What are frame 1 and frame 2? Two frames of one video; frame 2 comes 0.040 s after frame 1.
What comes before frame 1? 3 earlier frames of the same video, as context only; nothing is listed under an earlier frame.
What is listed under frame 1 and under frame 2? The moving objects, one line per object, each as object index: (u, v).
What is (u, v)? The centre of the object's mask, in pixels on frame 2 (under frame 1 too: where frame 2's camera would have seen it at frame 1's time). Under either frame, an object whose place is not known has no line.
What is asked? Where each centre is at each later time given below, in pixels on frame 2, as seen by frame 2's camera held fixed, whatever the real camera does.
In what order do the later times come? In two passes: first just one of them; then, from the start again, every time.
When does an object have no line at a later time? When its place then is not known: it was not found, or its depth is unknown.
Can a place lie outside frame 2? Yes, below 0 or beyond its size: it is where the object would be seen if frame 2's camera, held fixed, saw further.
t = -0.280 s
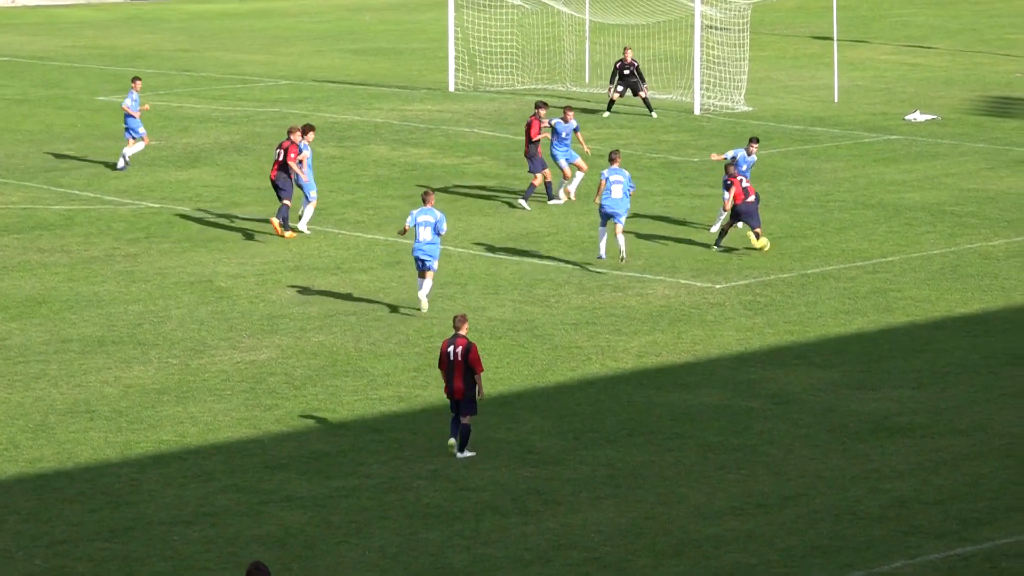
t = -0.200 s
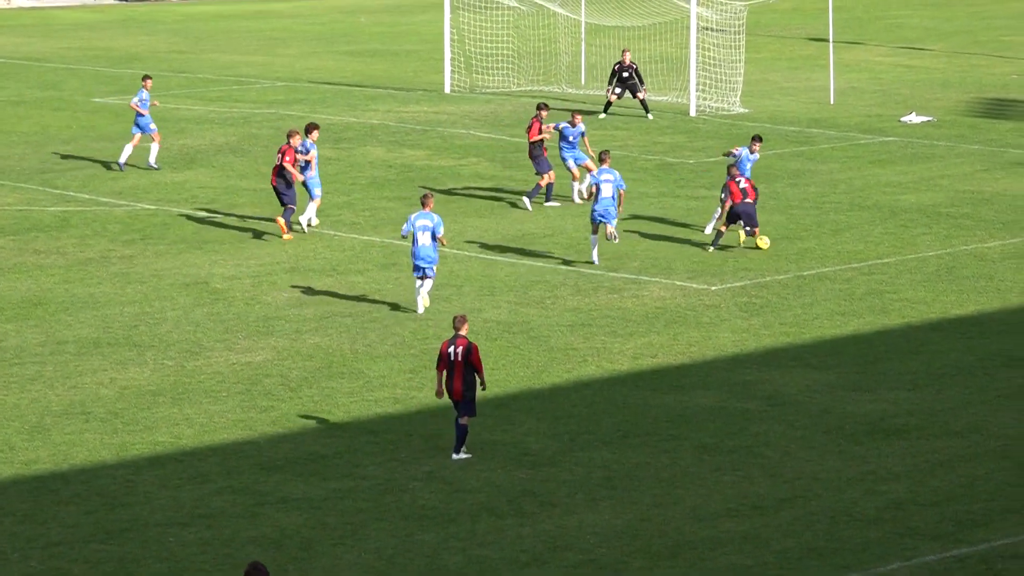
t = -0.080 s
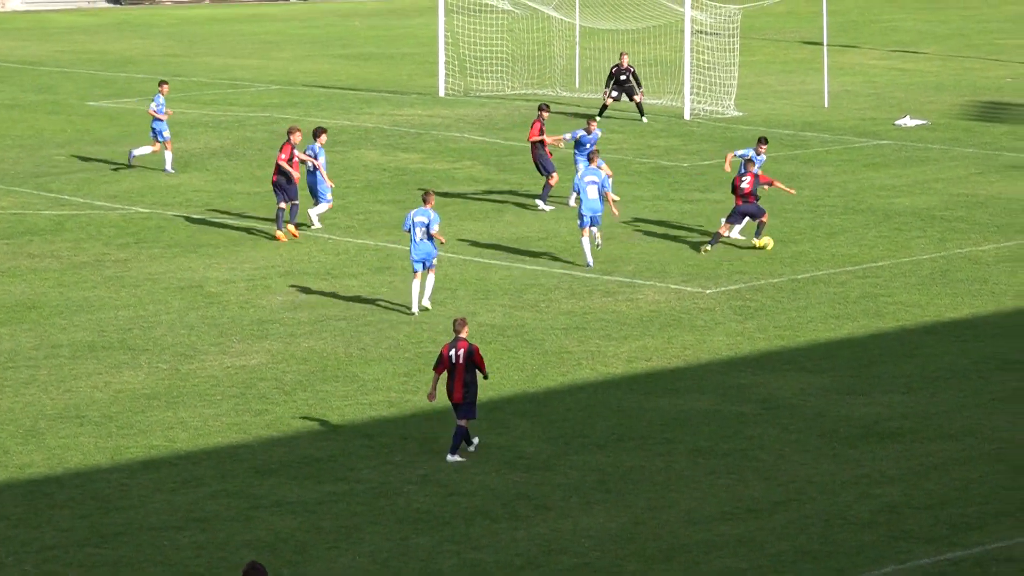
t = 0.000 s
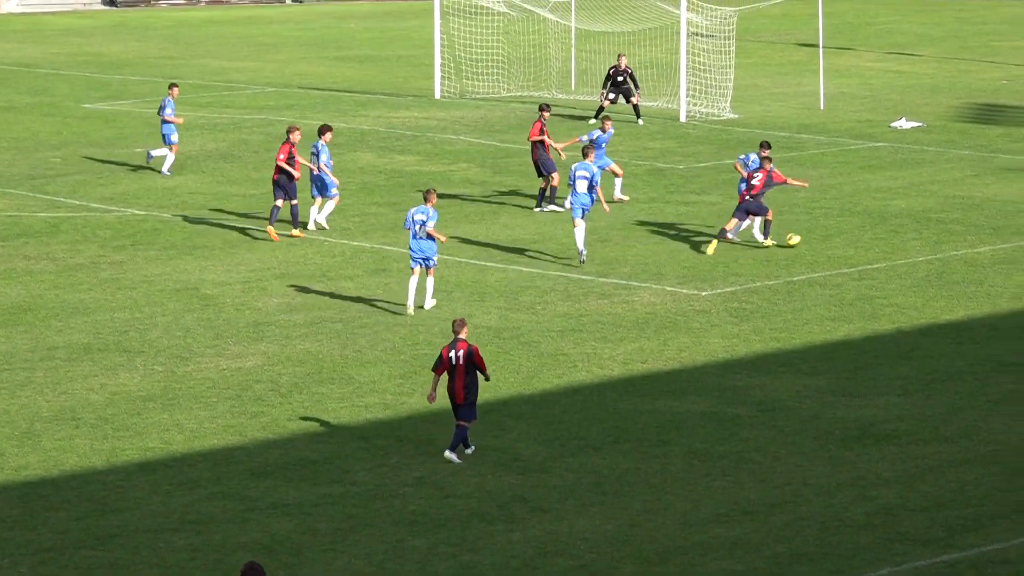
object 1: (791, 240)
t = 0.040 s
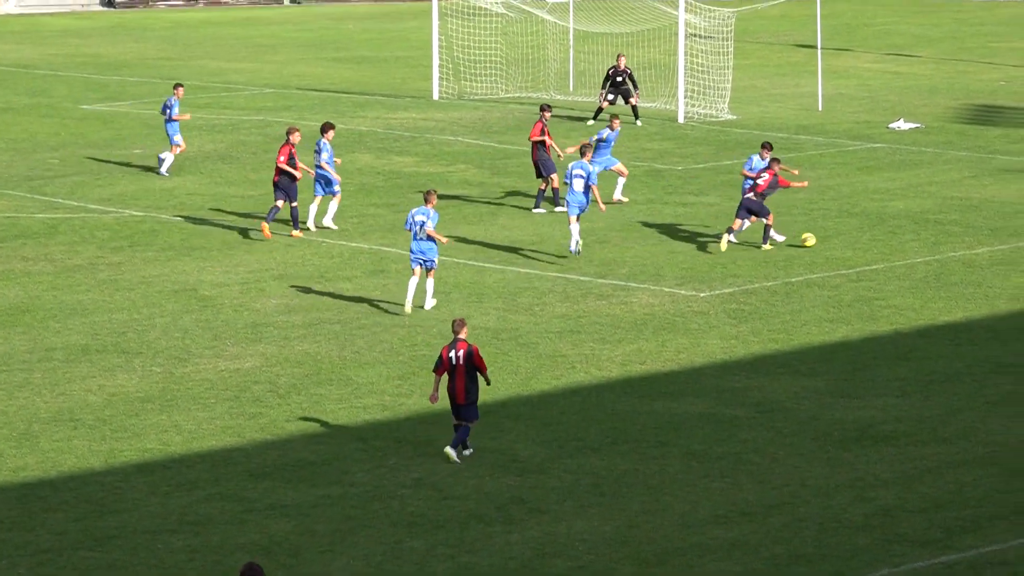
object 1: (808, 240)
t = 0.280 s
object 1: (883, 232)
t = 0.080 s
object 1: (824, 240)
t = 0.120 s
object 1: (840, 239)
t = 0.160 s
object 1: (851, 235)
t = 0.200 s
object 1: (862, 234)
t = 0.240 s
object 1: (873, 232)
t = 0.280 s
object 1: (883, 232)
